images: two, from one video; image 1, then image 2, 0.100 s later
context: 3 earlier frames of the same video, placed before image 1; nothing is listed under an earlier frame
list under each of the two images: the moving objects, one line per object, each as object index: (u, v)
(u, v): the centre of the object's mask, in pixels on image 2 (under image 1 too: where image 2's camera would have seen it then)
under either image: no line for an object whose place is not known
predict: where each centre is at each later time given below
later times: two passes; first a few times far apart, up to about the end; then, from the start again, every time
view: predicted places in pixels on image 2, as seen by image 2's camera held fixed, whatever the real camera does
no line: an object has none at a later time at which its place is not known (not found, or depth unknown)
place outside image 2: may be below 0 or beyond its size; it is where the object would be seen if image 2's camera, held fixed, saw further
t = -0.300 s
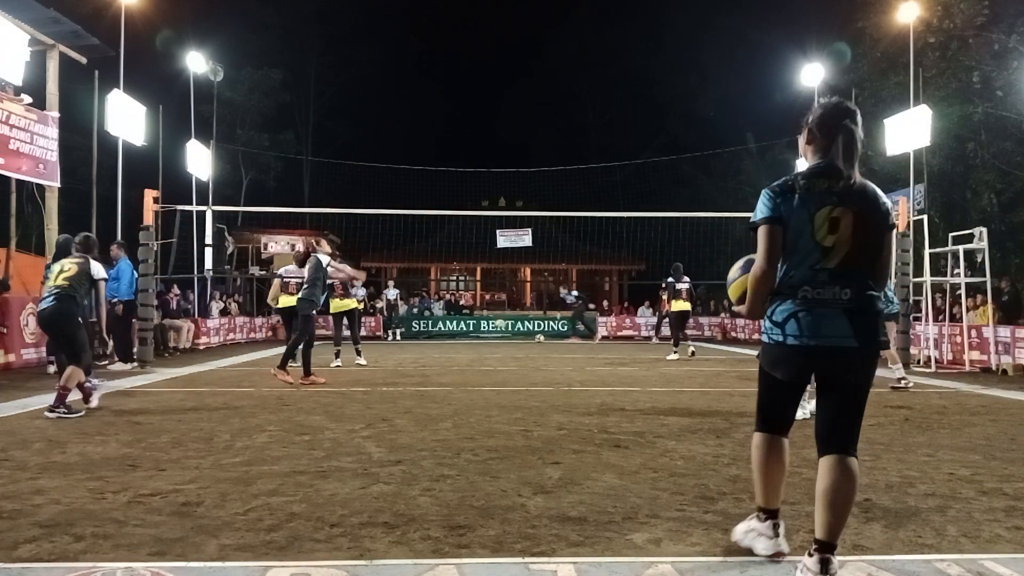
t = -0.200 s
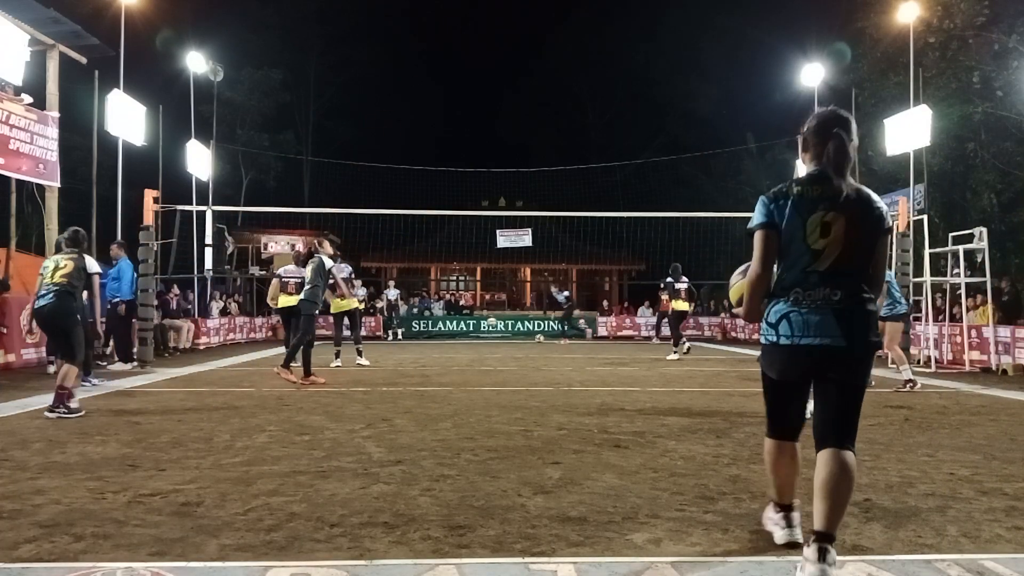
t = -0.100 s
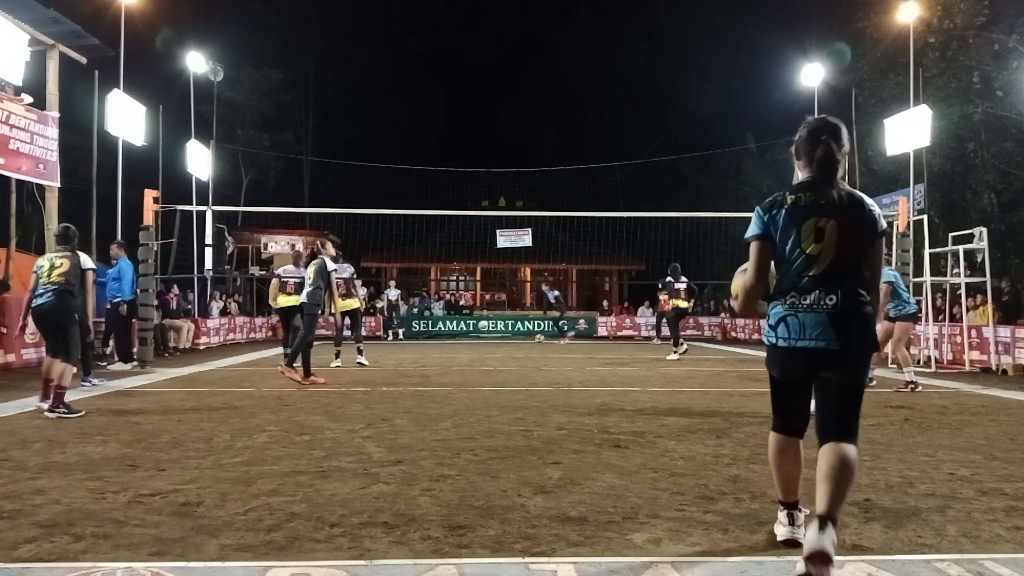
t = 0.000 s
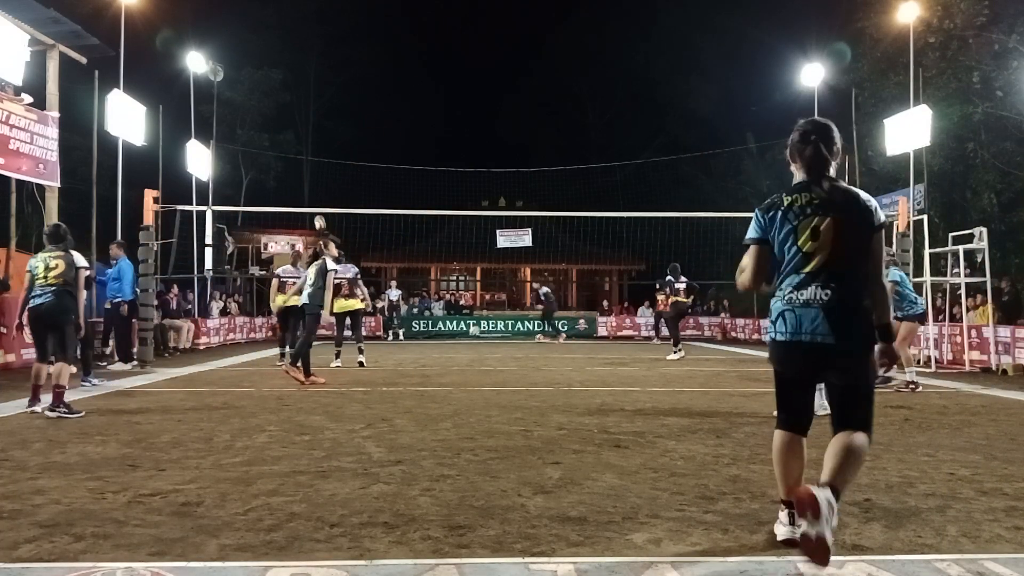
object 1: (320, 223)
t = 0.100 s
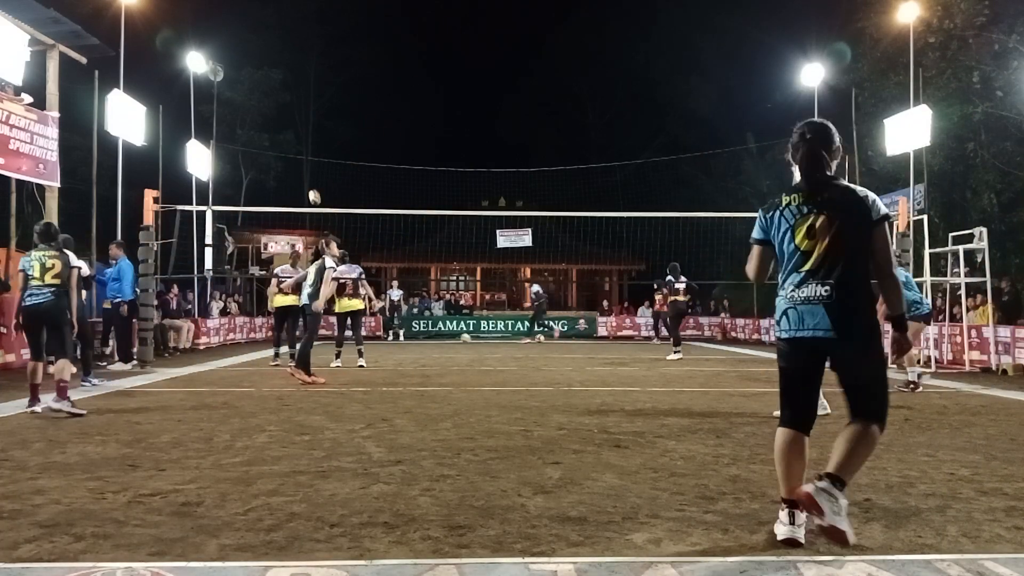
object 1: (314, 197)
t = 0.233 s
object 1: (306, 168)
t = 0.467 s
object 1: (291, 136)
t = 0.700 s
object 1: (274, 130)
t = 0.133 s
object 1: (312, 189)
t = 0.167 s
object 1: (310, 182)
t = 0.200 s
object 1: (308, 175)
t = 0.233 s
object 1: (306, 168)
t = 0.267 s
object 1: (304, 162)
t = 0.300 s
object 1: (302, 157)
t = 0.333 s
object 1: (300, 152)
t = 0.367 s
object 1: (298, 147)
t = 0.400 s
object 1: (296, 143)
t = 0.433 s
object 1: (293, 139)
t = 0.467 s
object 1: (291, 136)
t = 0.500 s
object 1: (289, 133)
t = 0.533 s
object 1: (286, 131)
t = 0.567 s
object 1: (284, 130)
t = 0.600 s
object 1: (281, 129)
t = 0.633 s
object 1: (279, 128)
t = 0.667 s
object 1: (276, 129)
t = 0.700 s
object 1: (274, 130)
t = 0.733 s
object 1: (271, 131)
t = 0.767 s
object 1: (268, 133)
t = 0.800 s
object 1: (266, 137)
